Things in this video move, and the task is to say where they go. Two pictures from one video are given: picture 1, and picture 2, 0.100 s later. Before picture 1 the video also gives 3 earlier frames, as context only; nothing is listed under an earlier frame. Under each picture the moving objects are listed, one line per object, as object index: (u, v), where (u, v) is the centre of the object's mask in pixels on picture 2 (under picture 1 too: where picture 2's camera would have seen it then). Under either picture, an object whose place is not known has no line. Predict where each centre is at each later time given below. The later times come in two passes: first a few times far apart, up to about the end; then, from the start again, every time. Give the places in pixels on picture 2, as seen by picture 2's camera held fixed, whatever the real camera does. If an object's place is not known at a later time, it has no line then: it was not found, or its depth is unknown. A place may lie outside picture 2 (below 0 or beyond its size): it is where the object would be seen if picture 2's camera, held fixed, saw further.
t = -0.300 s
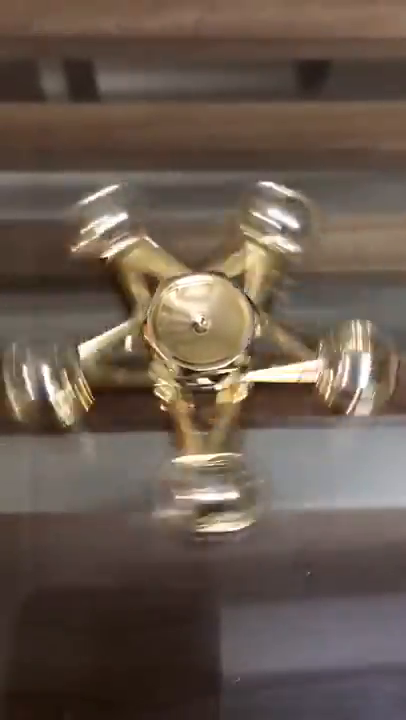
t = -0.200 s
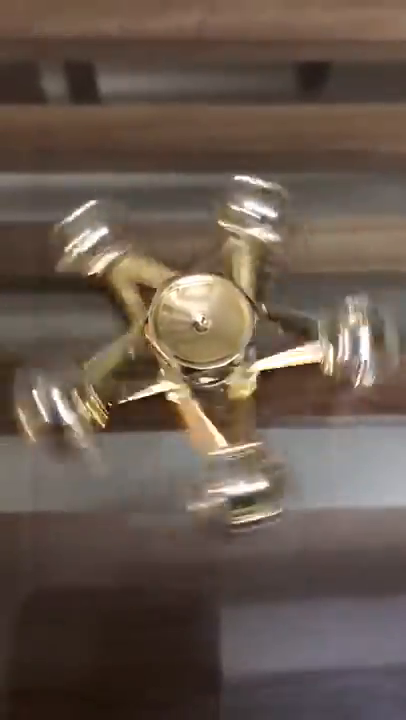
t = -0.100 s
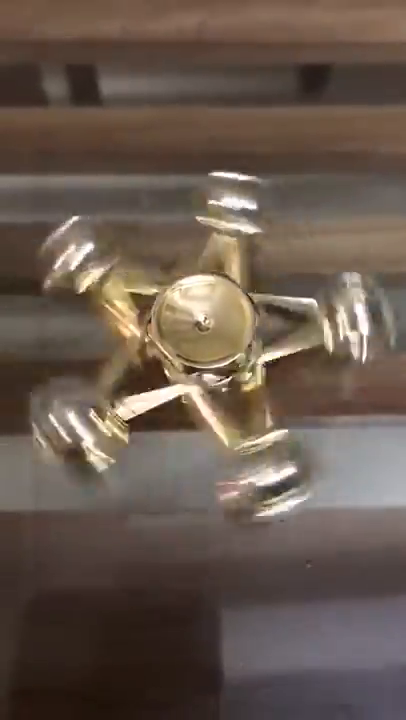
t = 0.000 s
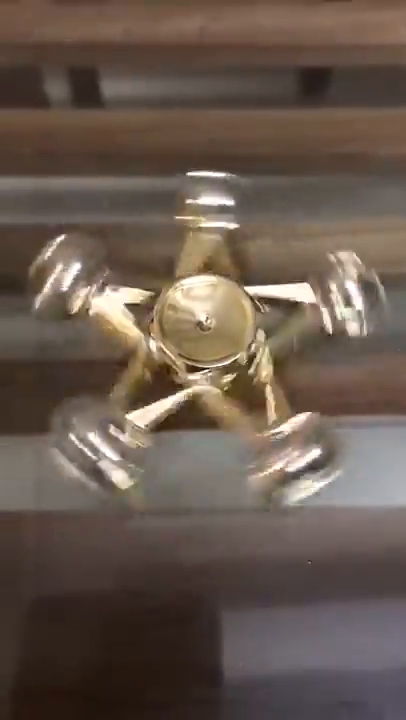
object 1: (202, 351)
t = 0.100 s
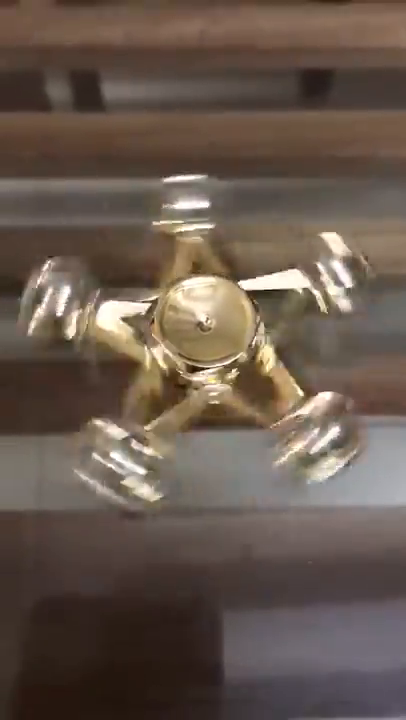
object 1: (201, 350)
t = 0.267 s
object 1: (202, 345)
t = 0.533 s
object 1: (204, 346)
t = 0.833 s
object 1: (199, 343)
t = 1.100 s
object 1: (201, 345)
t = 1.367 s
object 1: (200, 350)
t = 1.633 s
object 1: (203, 361)
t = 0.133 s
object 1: (199, 348)
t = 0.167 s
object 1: (206, 348)
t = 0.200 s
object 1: (200, 348)
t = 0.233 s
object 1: (201, 345)
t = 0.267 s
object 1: (202, 345)
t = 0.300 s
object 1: (202, 348)
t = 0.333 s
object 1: (203, 349)
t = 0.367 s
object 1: (201, 345)
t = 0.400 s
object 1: (206, 345)
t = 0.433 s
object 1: (203, 346)
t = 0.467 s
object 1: (202, 346)
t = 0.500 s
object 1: (202, 346)
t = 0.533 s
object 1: (204, 346)
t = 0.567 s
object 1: (201, 347)
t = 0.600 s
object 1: (203, 346)
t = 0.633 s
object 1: (201, 347)
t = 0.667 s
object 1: (198, 347)
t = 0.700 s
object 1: (200, 346)
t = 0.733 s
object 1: (199, 345)
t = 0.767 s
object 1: (202, 345)
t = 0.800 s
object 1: (201, 346)
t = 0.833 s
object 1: (199, 343)
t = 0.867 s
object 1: (199, 345)
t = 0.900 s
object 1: (198, 344)
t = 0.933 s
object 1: (196, 347)
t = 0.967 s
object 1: (201, 346)
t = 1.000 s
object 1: (205, 344)
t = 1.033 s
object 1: (201, 345)
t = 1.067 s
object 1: (201, 346)
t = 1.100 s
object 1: (201, 345)
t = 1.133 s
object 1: (200, 348)
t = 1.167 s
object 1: (201, 348)
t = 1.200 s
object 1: (200, 345)
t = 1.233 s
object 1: (200, 349)
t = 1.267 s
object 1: (198, 348)
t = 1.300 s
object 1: (198, 348)
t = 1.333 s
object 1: (199, 348)
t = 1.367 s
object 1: (200, 350)
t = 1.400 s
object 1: (199, 350)
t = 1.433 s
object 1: (199, 350)
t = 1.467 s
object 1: (199, 353)
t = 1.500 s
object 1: (201, 355)
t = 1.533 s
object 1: (200, 357)
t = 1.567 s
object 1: (200, 357)
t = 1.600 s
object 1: (200, 356)
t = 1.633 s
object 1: (203, 361)
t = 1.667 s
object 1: (203, 360)
